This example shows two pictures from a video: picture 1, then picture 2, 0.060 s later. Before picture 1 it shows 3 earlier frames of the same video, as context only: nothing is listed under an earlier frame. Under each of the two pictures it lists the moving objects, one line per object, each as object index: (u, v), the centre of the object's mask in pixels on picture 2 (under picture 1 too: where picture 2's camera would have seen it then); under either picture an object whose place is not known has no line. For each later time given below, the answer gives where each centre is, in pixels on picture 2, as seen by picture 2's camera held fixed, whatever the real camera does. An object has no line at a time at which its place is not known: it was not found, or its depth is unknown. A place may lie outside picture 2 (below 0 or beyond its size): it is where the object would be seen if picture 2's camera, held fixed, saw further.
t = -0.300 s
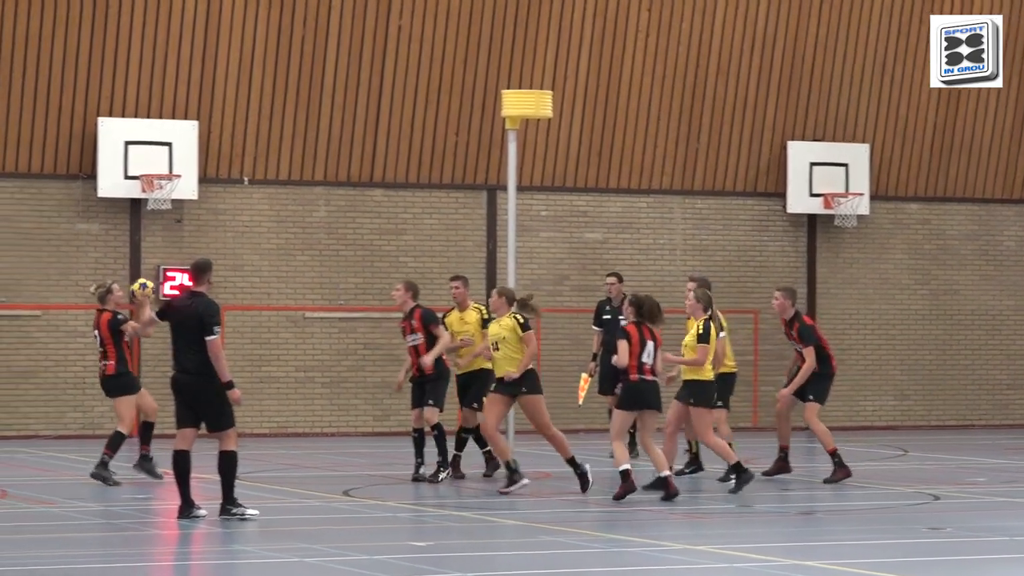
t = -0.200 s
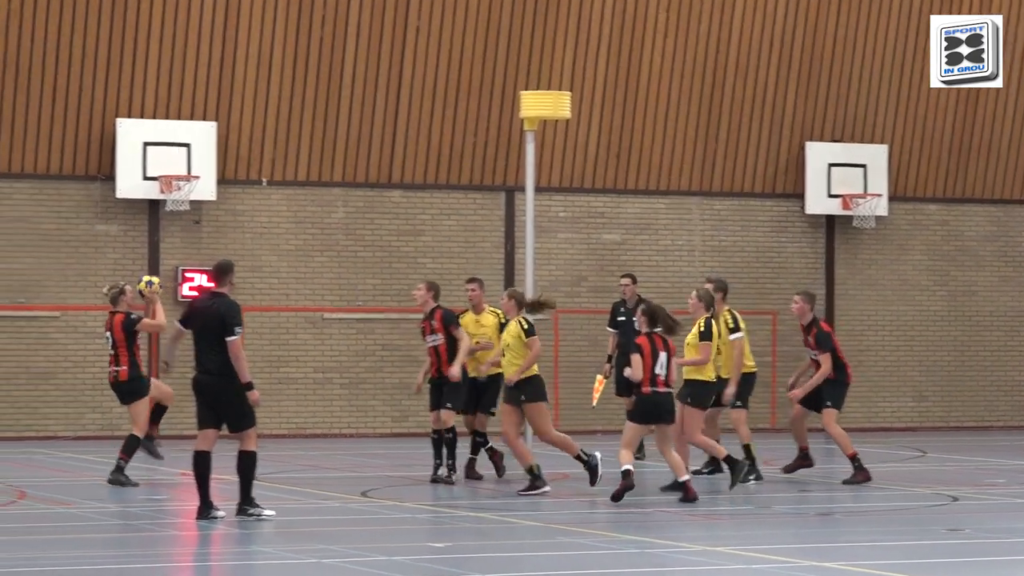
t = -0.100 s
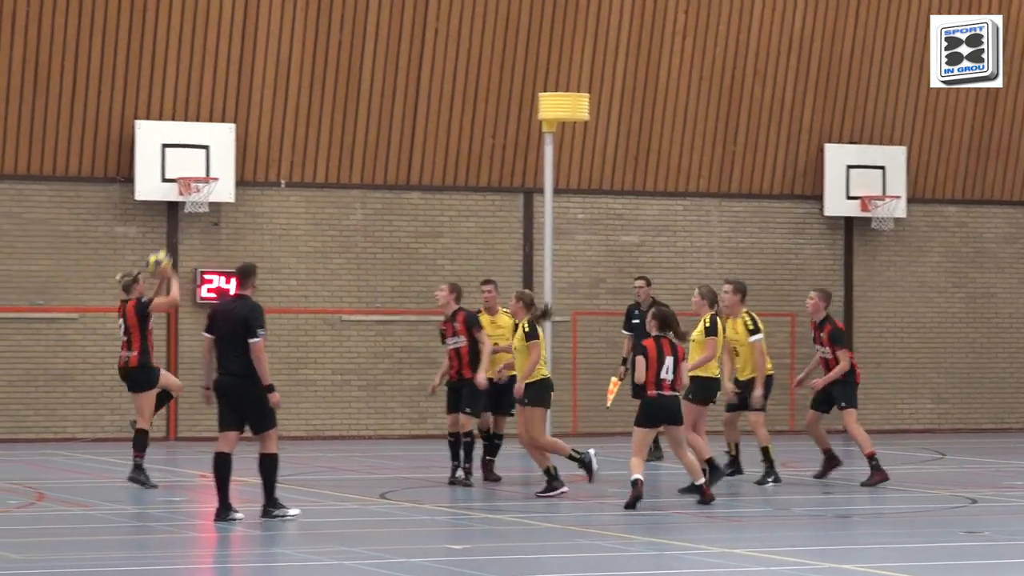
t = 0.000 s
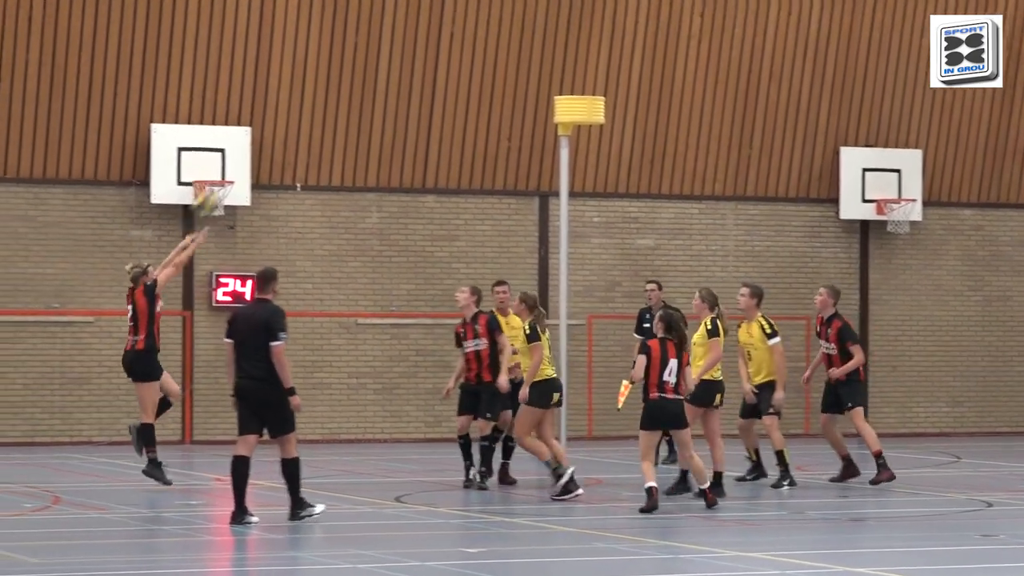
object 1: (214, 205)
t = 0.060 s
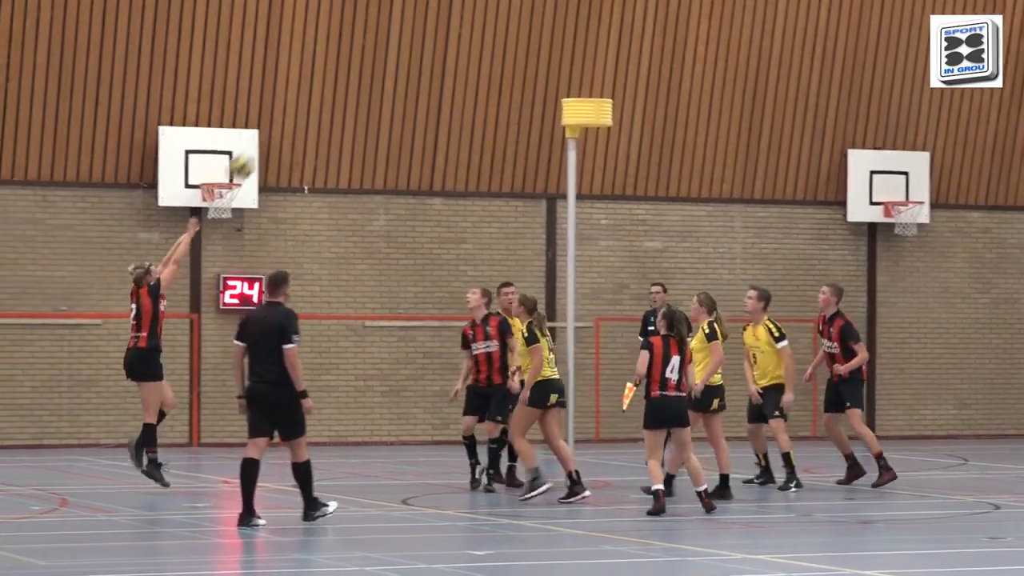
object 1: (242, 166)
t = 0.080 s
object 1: (250, 155)
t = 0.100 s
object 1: (260, 141)
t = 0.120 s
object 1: (269, 128)
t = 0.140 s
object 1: (276, 119)
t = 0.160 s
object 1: (284, 109)
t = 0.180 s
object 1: (293, 101)
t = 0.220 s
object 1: (310, 83)
